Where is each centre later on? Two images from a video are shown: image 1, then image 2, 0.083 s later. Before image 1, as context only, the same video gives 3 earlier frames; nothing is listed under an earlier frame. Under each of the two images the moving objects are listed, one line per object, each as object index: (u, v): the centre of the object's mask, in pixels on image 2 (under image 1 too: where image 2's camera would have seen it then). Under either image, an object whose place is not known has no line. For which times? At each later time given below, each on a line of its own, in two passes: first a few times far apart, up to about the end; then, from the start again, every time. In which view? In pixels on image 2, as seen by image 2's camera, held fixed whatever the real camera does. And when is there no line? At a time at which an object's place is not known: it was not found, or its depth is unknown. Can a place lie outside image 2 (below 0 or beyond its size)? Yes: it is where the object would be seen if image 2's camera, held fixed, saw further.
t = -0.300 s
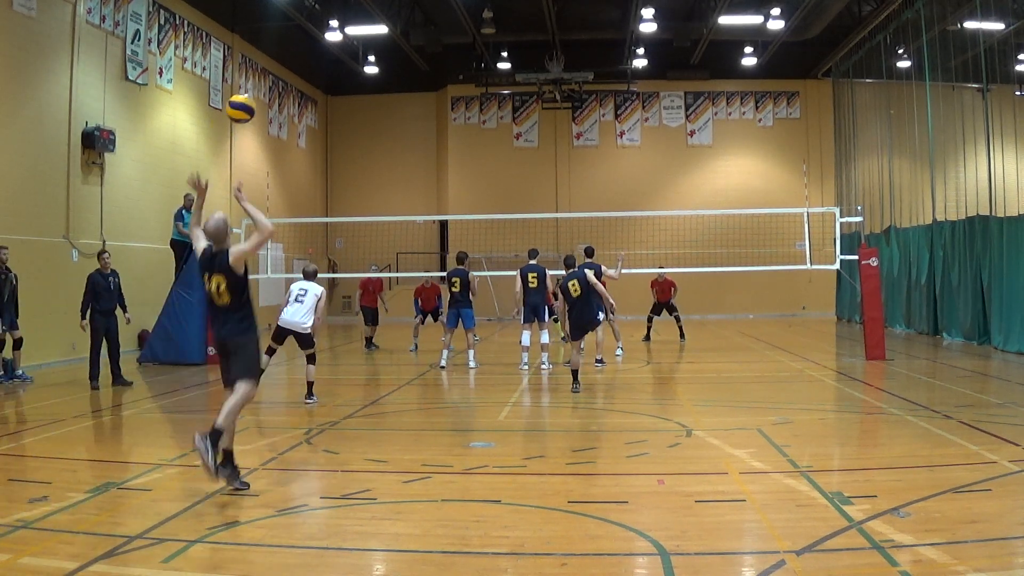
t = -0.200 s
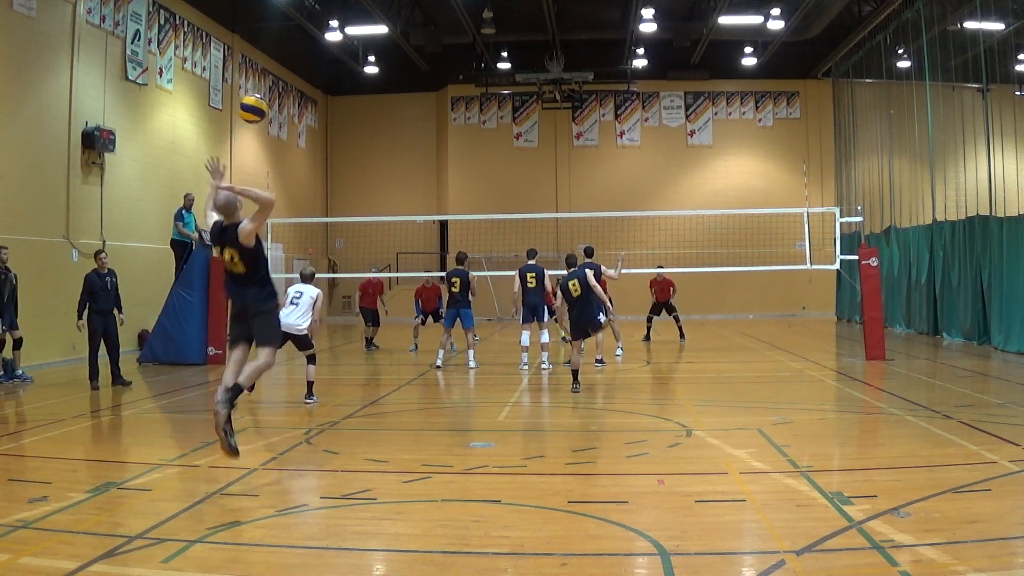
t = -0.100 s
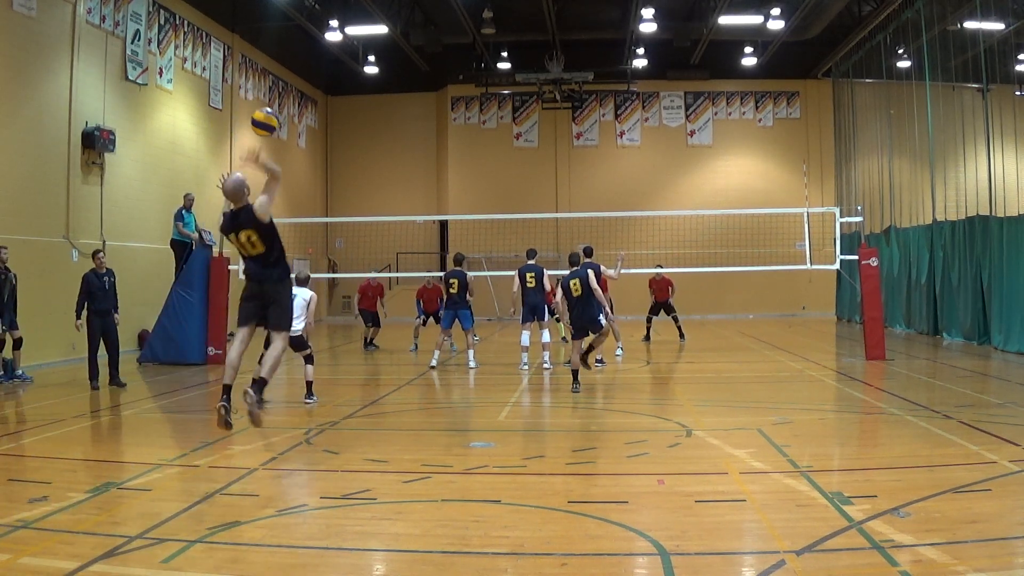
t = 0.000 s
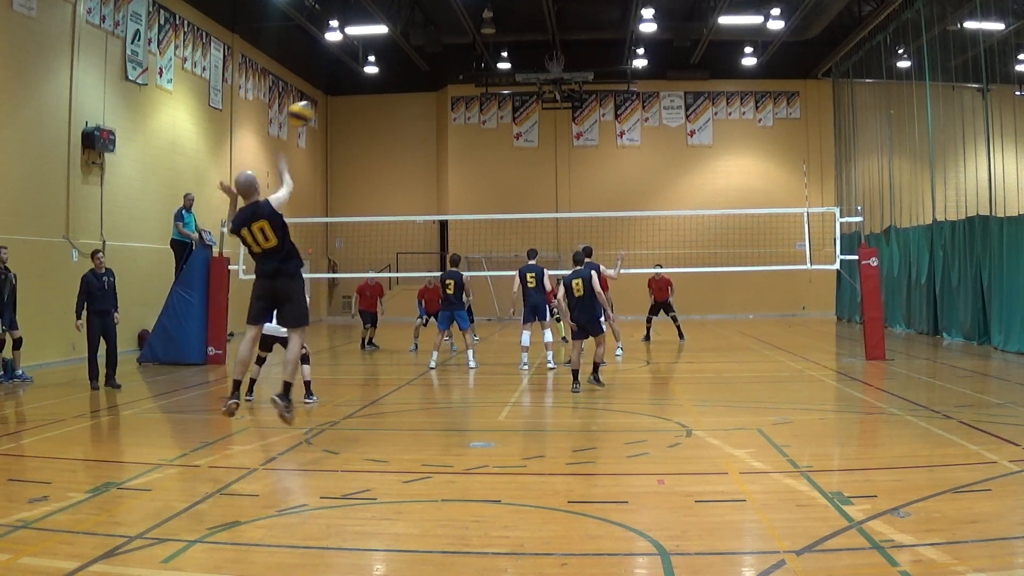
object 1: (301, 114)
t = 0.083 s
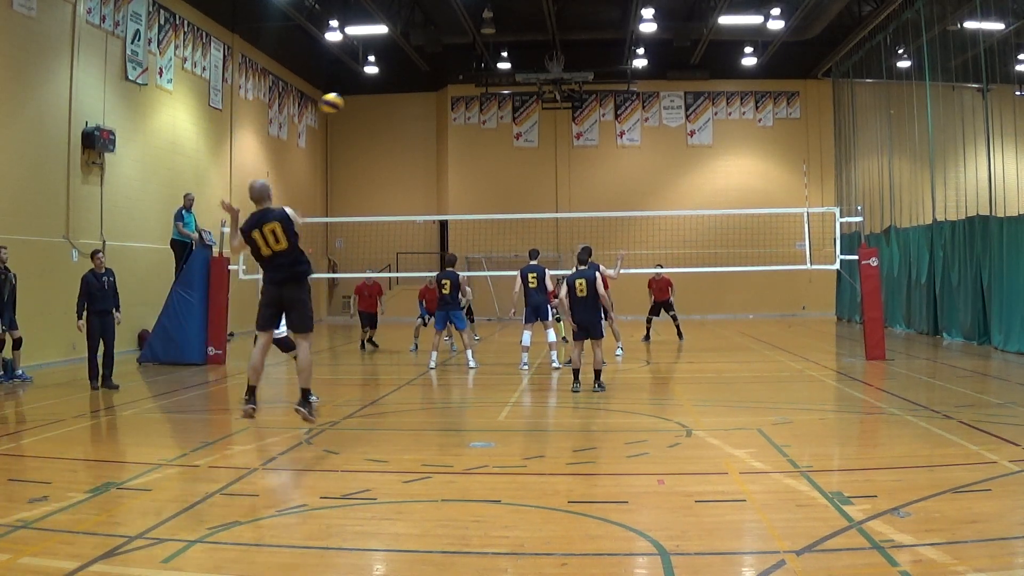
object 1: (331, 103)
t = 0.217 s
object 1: (371, 101)
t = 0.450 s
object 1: (422, 123)
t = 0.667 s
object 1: (456, 159)
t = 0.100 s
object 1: (337, 102)
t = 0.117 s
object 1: (342, 101)
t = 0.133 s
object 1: (347, 100)
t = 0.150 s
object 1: (353, 100)
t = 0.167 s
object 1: (357, 100)
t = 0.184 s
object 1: (362, 100)
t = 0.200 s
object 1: (367, 101)
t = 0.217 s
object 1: (371, 101)
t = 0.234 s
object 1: (375, 102)
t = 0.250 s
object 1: (380, 103)
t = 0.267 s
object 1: (383, 104)
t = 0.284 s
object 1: (387, 105)
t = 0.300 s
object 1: (391, 106)
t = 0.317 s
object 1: (395, 108)
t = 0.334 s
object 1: (399, 109)
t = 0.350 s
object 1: (402, 111)
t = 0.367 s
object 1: (406, 113)
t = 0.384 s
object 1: (409, 115)
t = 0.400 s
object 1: (412, 117)
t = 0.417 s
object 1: (416, 119)
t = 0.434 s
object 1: (419, 121)
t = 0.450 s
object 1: (422, 123)
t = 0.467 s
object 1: (425, 125)
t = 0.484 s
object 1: (428, 127)
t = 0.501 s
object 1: (431, 130)
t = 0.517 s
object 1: (434, 132)
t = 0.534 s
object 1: (436, 135)
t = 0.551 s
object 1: (439, 137)
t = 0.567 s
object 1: (442, 141)
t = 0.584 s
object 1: (444, 143)
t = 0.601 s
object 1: (447, 147)
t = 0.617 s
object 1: (449, 149)
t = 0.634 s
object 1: (451, 152)
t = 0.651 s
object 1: (453, 155)
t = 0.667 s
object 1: (456, 159)
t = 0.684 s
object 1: (458, 162)
